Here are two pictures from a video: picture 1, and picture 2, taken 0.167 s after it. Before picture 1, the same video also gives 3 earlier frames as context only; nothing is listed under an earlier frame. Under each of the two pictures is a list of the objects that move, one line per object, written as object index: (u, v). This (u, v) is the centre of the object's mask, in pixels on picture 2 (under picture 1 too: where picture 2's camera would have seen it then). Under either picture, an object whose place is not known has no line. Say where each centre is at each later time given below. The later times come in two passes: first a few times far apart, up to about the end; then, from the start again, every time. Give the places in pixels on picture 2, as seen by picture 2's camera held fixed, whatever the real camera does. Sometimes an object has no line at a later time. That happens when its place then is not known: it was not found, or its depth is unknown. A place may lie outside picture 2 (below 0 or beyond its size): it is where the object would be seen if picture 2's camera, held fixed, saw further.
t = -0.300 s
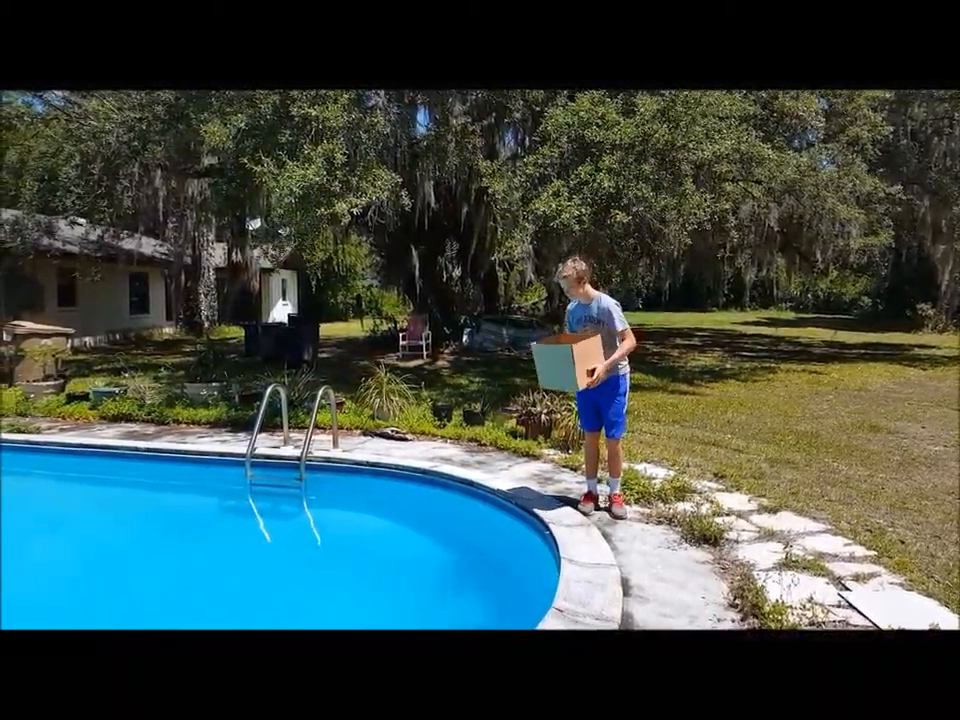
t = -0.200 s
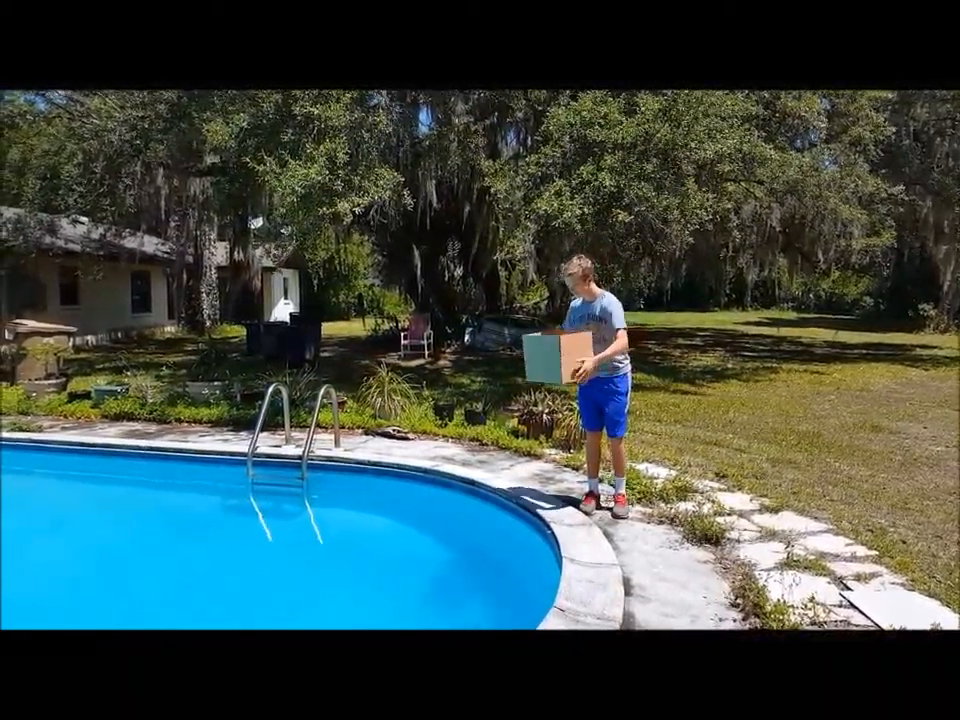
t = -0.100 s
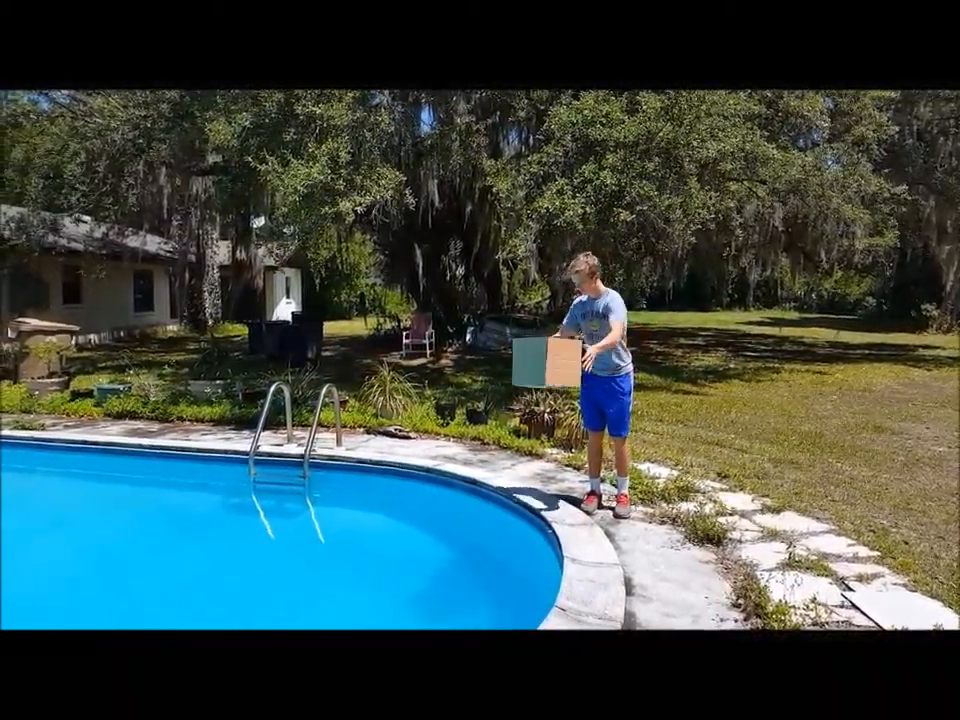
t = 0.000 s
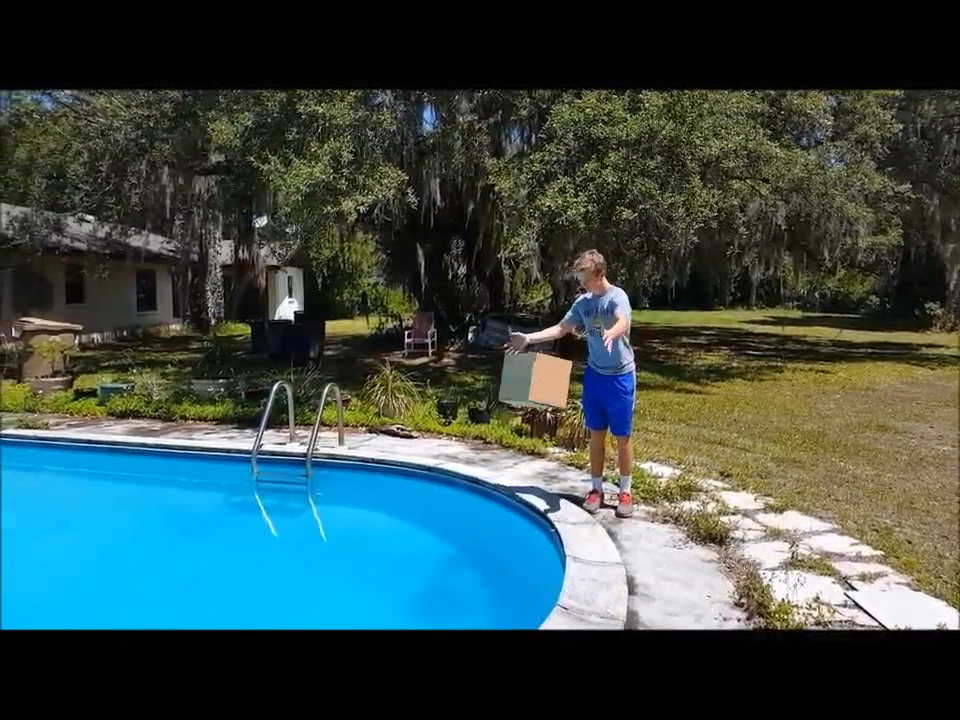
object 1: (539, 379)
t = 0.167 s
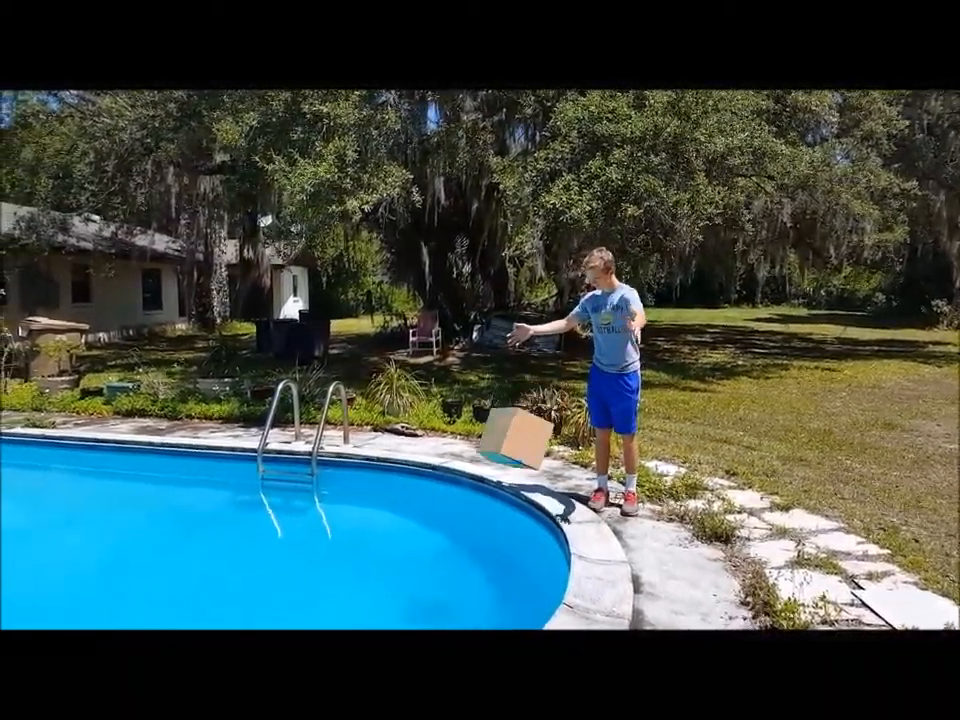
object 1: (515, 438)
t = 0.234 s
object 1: (504, 469)
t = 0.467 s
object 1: (480, 526)
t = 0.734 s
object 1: (474, 524)
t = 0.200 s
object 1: (509, 453)
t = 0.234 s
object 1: (504, 469)
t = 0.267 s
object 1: (500, 486)
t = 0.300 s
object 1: (493, 505)
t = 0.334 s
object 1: (487, 522)
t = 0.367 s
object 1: (483, 525)
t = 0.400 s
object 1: (482, 525)
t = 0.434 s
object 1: (481, 526)
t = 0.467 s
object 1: (480, 526)
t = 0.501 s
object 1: (478, 526)
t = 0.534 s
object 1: (477, 526)
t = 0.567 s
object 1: (477, 526)
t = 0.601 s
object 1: (476, 525)
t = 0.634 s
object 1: (476, 525)
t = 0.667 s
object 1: (475, 525)
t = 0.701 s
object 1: (475, 524)
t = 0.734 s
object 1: (474, 524)
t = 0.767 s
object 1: (473, 524)
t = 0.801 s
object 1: (472, 524)
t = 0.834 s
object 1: (472, 524)
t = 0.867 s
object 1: (471, 525)
